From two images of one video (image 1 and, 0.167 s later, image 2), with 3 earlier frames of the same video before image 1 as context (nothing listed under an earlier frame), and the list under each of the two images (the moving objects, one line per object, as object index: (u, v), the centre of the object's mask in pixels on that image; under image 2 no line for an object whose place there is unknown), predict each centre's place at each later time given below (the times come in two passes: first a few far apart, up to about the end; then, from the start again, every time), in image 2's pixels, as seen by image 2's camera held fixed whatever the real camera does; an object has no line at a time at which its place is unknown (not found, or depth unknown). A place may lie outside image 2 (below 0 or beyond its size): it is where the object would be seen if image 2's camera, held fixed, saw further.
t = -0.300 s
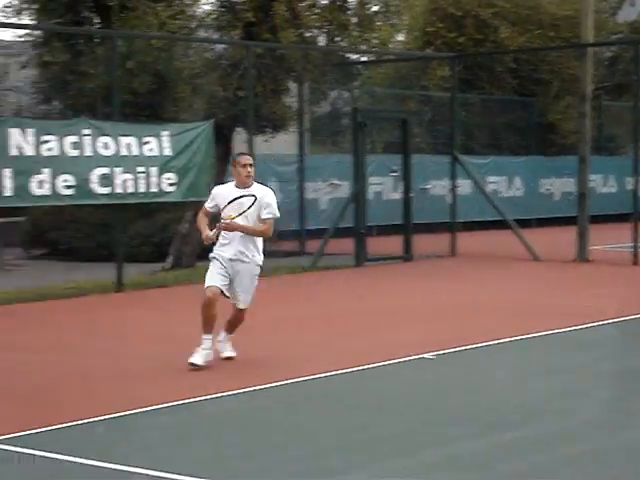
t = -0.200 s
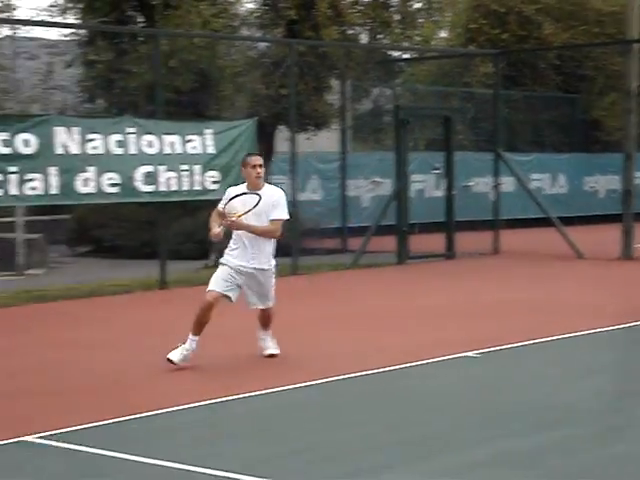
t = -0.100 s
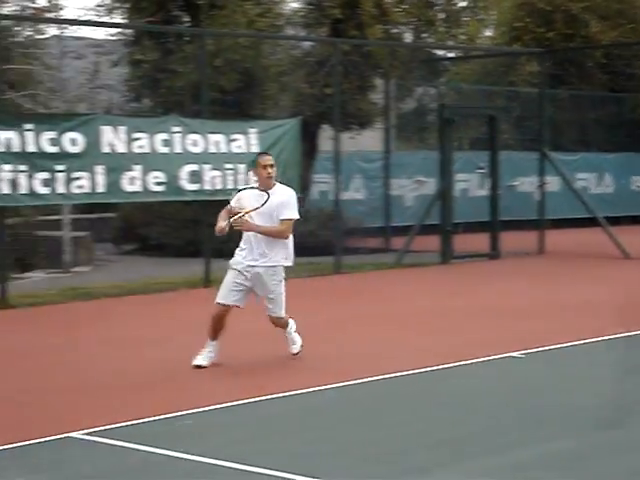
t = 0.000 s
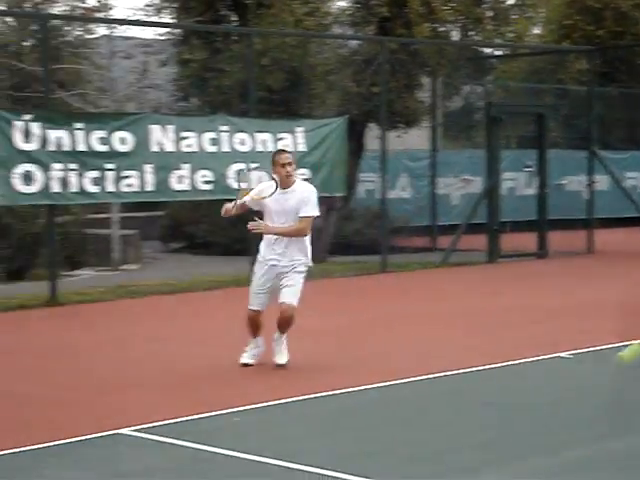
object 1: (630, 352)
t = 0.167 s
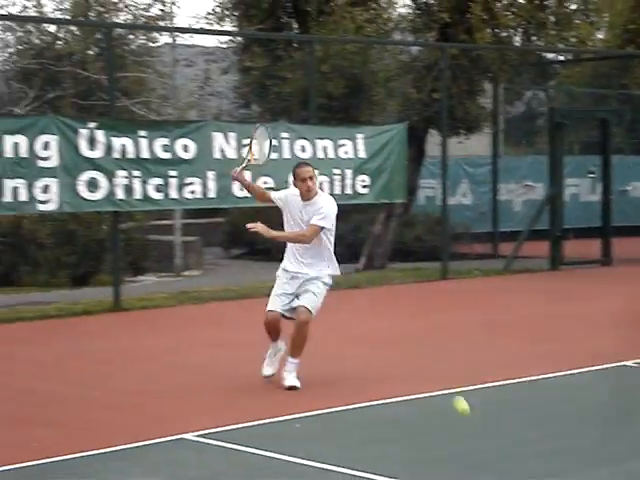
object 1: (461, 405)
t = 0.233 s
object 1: (418, 355)
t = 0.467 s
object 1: (279, 265)
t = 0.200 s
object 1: (439, 380)
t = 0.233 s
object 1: (418, 355)
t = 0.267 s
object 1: (397, 336)
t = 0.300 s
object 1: (376, 319)
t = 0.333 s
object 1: (356, 303)
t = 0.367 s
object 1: (337, 290)
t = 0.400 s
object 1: (315, 280)
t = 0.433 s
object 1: (296, 271)
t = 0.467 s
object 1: (279, 265)
